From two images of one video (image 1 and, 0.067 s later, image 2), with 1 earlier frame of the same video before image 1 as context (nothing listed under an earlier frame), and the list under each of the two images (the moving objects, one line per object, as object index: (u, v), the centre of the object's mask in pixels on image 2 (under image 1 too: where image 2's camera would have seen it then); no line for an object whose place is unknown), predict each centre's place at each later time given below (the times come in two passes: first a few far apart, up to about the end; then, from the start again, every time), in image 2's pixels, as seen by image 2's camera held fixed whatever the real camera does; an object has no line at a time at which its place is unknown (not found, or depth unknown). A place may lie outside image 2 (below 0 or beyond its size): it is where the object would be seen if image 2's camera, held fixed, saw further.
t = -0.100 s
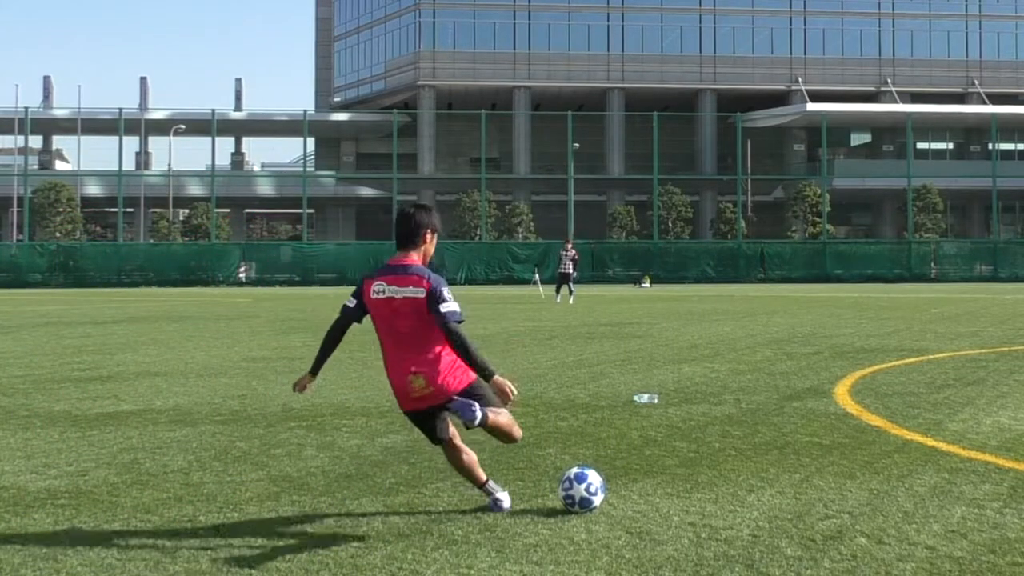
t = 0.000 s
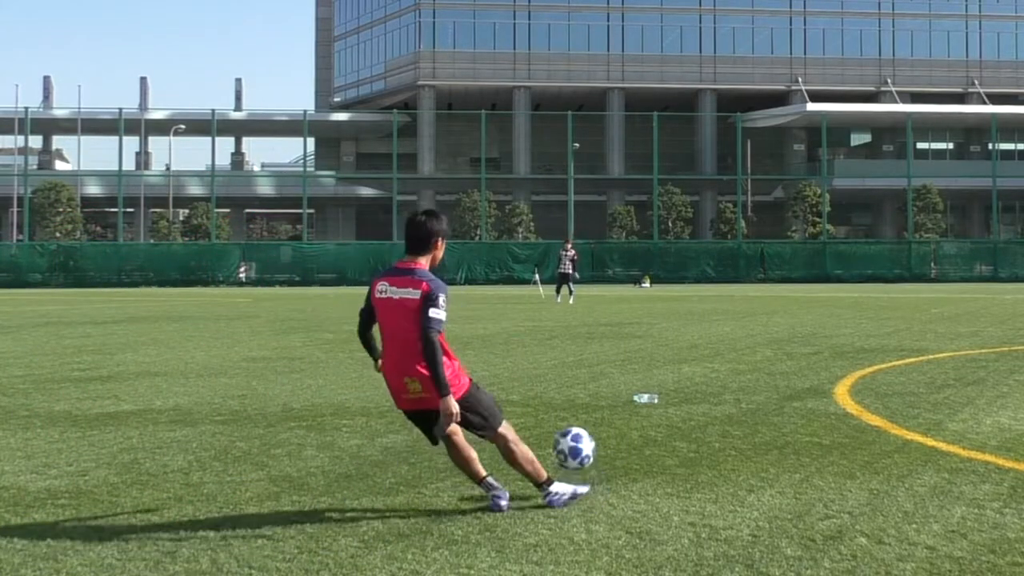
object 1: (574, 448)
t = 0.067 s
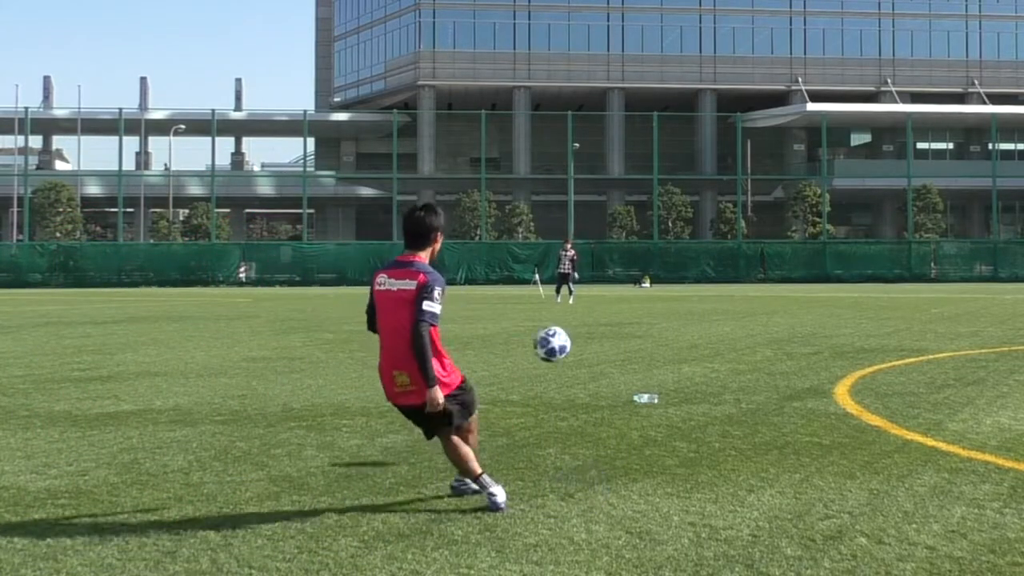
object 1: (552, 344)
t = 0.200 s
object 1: (523, 219)
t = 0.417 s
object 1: (501, 125)
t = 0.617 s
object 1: (490, 92)
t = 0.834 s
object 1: (483, 84)
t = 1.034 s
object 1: (477, 93)
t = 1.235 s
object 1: (473, 112)
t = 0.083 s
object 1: (547, 324)
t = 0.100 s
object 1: (543, 305)
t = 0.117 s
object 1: (539, 287)
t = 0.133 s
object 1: (535, 272)
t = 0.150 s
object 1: (532, 257)
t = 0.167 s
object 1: (529, 243)
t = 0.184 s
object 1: (526, 230)
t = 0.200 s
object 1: (523, 219)
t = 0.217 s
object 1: (522, 208)
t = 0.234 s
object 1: (519, 198)
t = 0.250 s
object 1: (516, 189)
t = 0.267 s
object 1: (514, 181)
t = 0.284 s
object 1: (513, 172)
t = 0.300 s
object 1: (510, 164)
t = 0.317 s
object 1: (508, 158)
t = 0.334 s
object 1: (507, 151)
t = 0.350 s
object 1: (506, 145)
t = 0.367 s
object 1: (504, 139)
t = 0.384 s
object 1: (503, 134)
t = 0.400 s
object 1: (502, 129)
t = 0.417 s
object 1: (501, 125)
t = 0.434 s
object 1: (500, 121)
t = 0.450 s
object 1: (499, 117)
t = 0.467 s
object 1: (498, 113)
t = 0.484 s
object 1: (497, 110)
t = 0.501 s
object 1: (496, 107)
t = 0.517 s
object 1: (495, 104)
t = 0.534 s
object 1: (494, 102)
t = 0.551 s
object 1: (493, 100)
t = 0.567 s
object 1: (492, 98)
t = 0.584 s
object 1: (492, 95)
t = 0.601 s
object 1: (492, 93)
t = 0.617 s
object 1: (490, 92)
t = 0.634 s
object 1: (490, 91)
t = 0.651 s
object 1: (489, 89)
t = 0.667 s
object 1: (488, 87)
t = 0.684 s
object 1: (487, 87)
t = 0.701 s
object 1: (487, 85)
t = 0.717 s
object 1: (486, 85)
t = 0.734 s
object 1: (486, 85)
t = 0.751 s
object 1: (486, 84)
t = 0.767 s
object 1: (485, 84)
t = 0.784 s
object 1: (485, 83)
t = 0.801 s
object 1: (484, 84)
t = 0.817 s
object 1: (483, 83)
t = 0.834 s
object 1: (483, 84)
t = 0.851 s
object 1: (482, 84)
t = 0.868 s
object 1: (482, 84)
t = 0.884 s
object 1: (481, 84)
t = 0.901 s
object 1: (481, 85)
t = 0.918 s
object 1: (480, 86)
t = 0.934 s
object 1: (480, 86)
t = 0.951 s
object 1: (480, 87)
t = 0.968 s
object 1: (479, 88)
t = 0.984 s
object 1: (478, 89)
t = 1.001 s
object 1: (478, 90)
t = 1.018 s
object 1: (477, 92)
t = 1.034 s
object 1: (477, 93)
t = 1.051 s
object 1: (476, 94)
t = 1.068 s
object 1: (476, 95)
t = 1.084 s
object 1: (475, 97)
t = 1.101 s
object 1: (475, 98)
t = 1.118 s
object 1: (475, 100)
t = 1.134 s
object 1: (474, 102)
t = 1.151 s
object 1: (474, 103)
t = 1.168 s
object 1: (474, 105)
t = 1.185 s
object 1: (473, 106)
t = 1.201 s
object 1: (473, 109)
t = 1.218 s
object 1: (473, 111)
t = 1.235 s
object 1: (473, 112)
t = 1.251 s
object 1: (473, 115)
